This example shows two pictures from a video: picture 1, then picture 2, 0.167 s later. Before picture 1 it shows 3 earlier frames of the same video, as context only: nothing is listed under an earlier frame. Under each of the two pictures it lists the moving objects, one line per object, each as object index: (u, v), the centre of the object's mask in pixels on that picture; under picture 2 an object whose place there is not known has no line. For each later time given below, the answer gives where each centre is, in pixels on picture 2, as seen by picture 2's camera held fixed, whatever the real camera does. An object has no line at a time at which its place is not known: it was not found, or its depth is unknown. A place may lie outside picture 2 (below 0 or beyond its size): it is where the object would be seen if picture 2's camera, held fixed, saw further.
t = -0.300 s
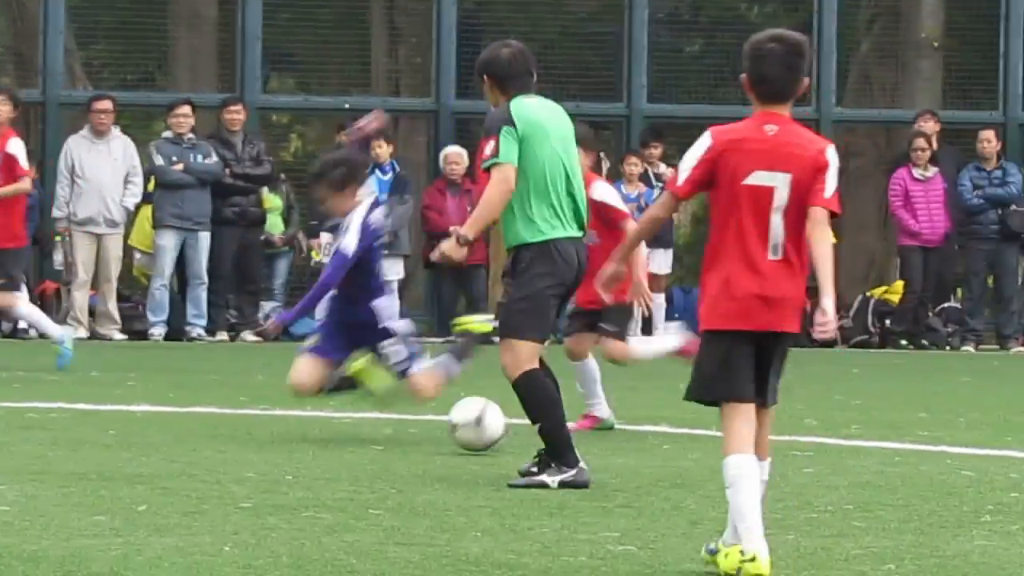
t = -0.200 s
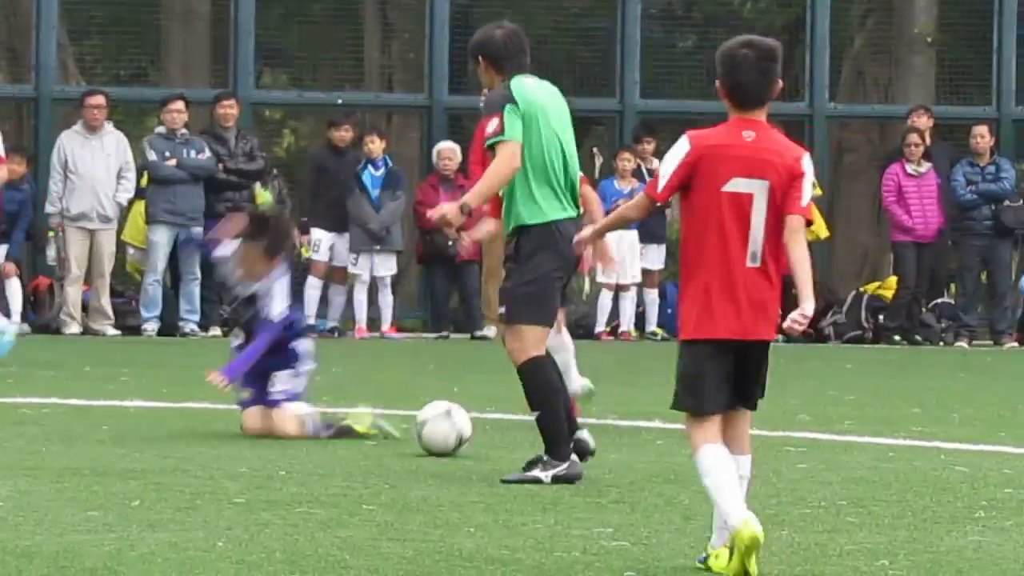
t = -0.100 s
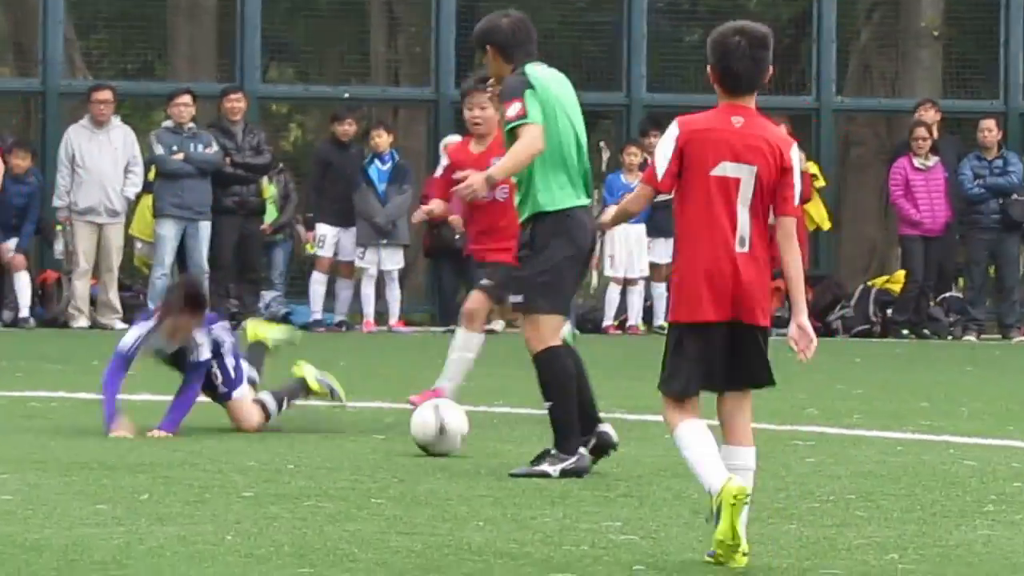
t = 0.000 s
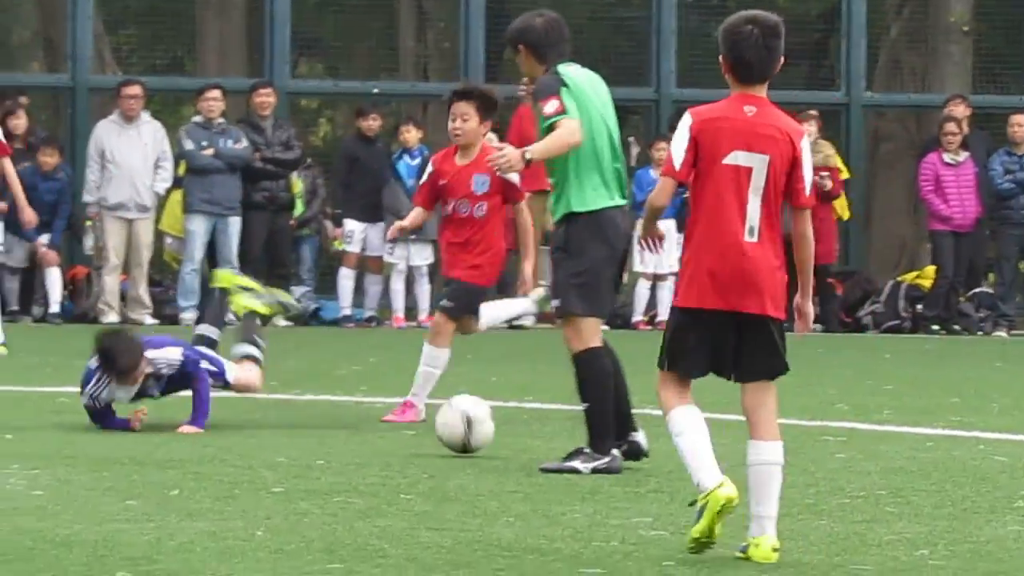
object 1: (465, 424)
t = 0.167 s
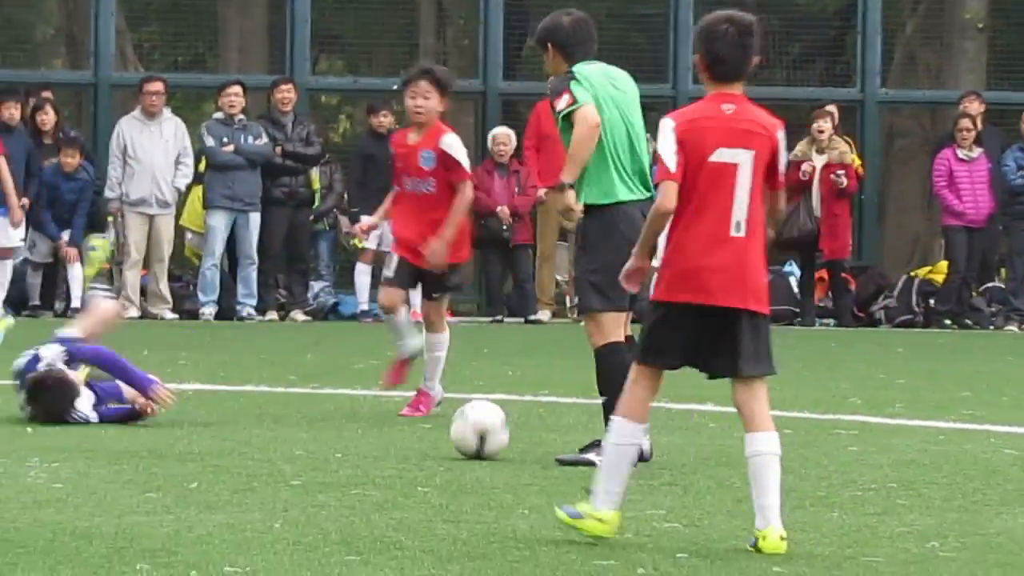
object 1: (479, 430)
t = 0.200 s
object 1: (479, 431)
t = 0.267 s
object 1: (481, 435)
